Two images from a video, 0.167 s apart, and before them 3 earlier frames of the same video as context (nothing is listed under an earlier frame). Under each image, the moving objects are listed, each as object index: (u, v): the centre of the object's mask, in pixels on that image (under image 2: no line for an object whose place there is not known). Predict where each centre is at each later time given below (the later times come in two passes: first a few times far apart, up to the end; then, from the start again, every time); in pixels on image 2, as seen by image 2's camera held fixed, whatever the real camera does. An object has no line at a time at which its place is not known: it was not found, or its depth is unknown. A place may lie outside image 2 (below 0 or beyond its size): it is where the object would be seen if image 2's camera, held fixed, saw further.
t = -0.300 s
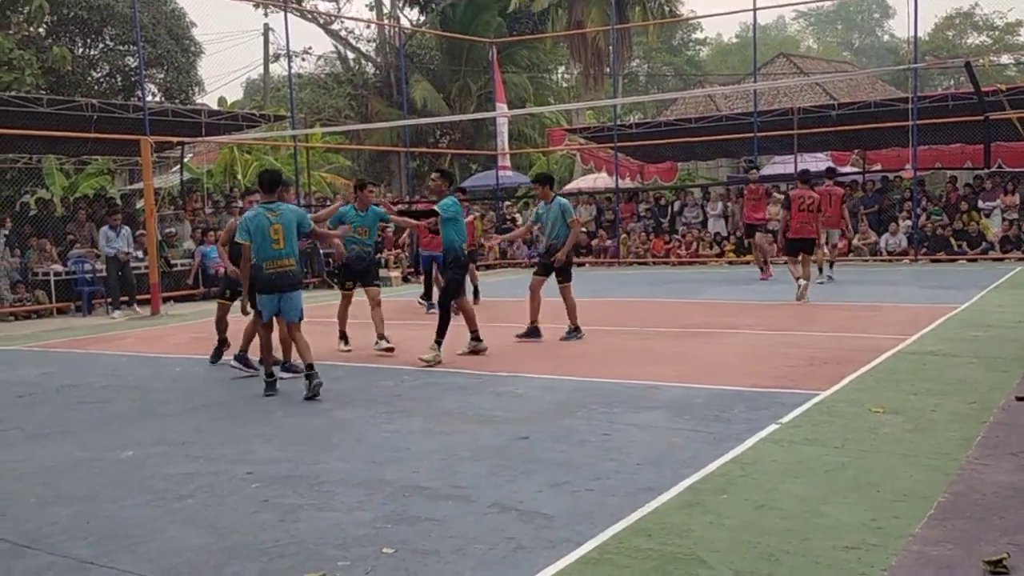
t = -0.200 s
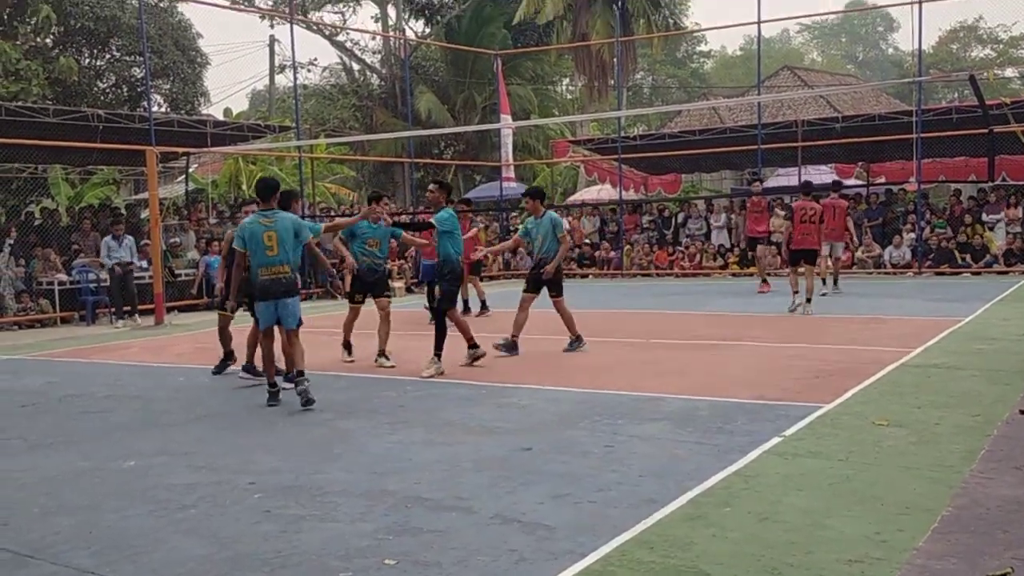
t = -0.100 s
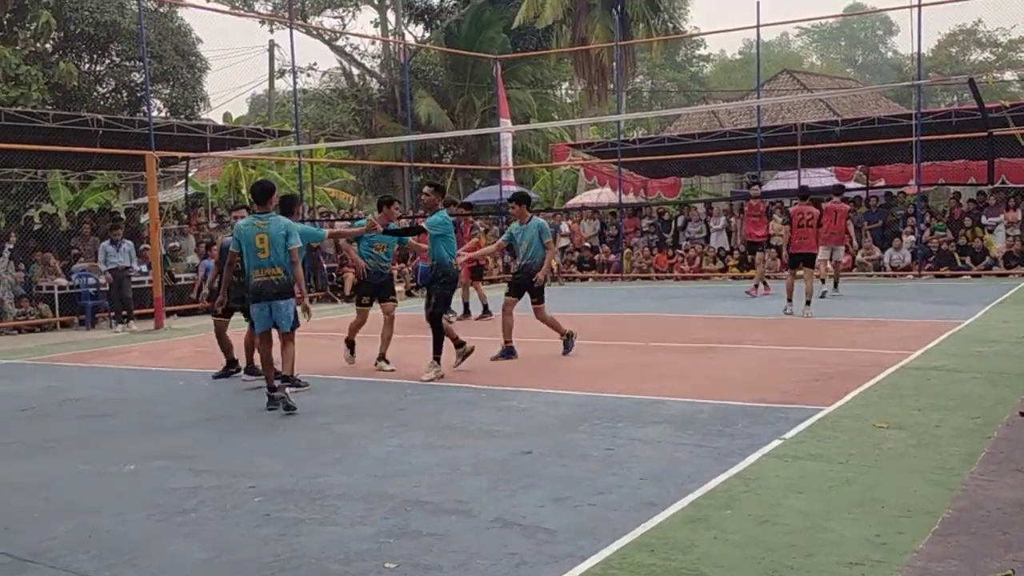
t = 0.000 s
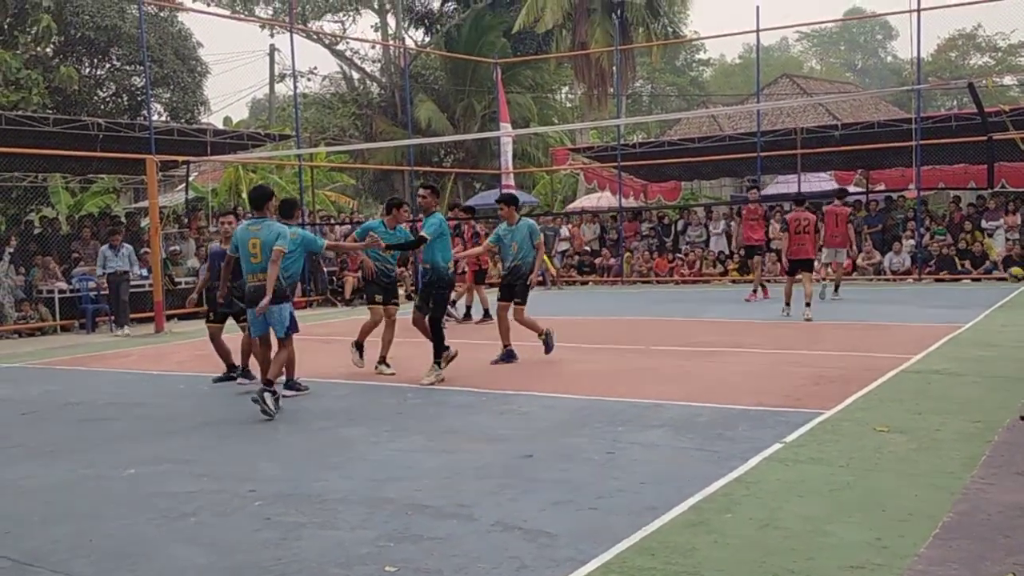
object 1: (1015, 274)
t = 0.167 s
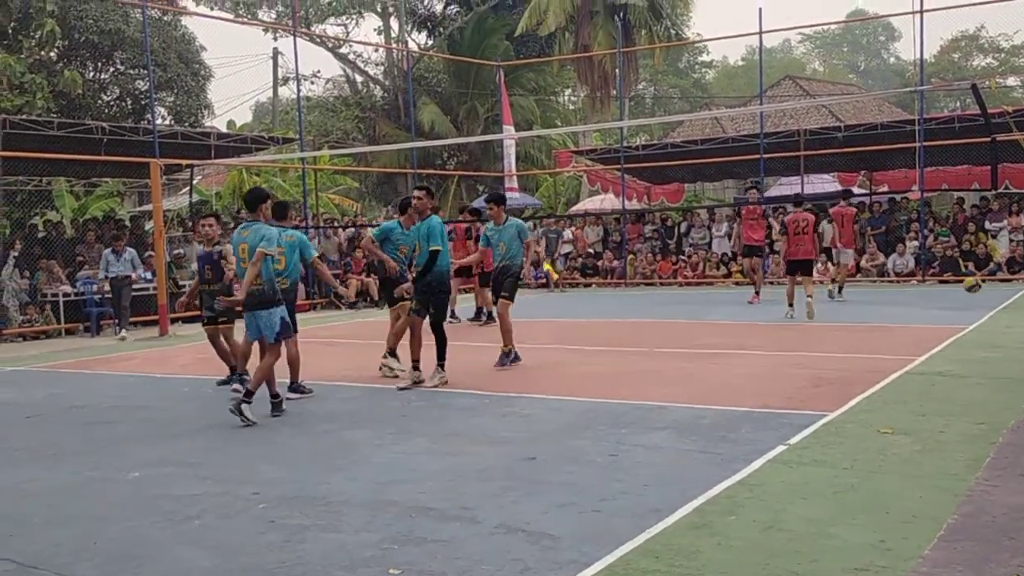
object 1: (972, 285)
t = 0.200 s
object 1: (962, 289)
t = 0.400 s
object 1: (900, 311)
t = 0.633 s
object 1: (819, 315)
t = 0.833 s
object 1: (742, 326)
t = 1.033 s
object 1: (658, 332)
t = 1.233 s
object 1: (565, 352)
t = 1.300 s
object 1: (532, 349)
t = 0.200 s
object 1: (962, 289)
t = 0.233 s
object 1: (953, 295)
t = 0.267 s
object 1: (942, 302)
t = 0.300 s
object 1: (932, 310)
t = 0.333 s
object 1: (922, 318)
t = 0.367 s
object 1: (911, 314)
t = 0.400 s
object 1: (900, 311)
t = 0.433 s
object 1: (890, 307)
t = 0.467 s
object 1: (879, 306)
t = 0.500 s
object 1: (866, 307)
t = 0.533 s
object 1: (855, 306)
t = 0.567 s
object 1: (843, 307)
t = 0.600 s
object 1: (831, 311)
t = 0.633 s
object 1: (819, 315)
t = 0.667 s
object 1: (808, 319)
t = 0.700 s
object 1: (795, 326)
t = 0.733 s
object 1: (782, 335)
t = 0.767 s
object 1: (770, 333)
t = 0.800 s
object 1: (756, 329)
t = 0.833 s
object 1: (742, 326)
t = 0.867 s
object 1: (729, 323)
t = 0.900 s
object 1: (715, 323)
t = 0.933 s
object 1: (701, 323)
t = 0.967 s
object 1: (687, 325)
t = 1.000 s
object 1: (673, 328)
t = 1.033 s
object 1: (658, 332)
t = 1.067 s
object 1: (644, 337)
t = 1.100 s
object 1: (629, 344)
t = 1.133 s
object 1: (614, 352)
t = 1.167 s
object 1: (598, 360)
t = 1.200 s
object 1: (582, 356)
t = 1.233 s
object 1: (565, 352)
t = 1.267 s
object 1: (549, 350)
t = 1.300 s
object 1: (532, 349)
